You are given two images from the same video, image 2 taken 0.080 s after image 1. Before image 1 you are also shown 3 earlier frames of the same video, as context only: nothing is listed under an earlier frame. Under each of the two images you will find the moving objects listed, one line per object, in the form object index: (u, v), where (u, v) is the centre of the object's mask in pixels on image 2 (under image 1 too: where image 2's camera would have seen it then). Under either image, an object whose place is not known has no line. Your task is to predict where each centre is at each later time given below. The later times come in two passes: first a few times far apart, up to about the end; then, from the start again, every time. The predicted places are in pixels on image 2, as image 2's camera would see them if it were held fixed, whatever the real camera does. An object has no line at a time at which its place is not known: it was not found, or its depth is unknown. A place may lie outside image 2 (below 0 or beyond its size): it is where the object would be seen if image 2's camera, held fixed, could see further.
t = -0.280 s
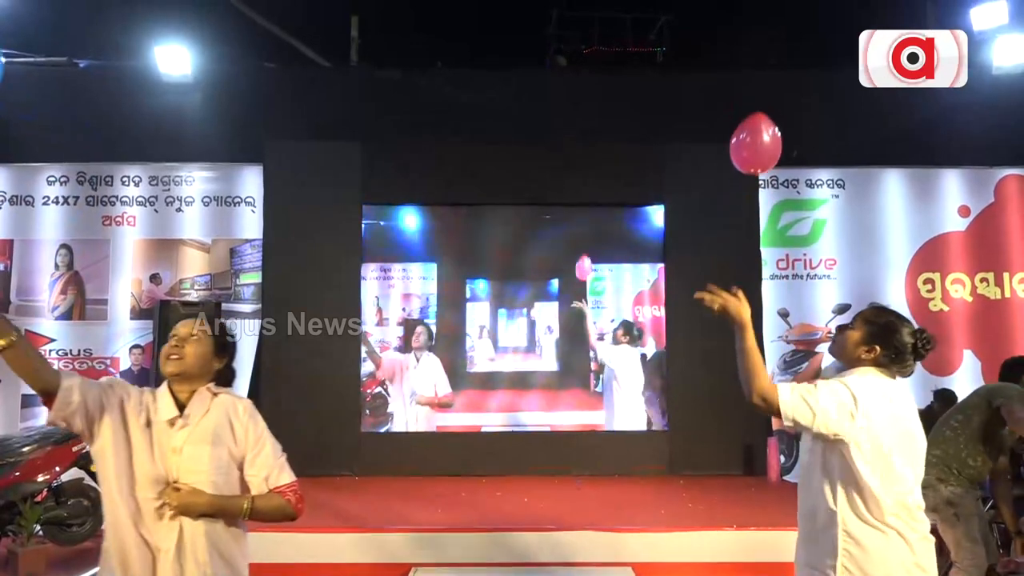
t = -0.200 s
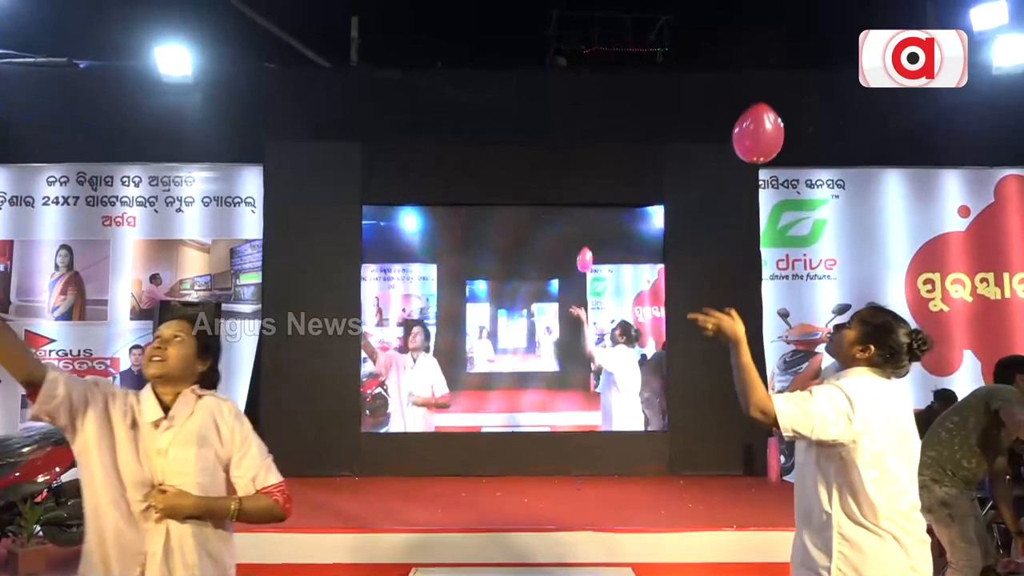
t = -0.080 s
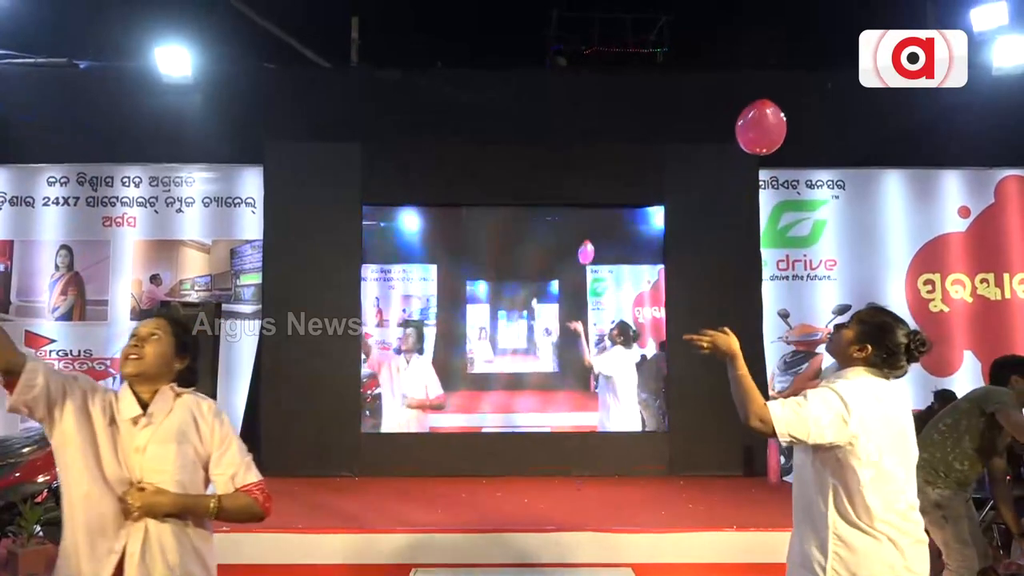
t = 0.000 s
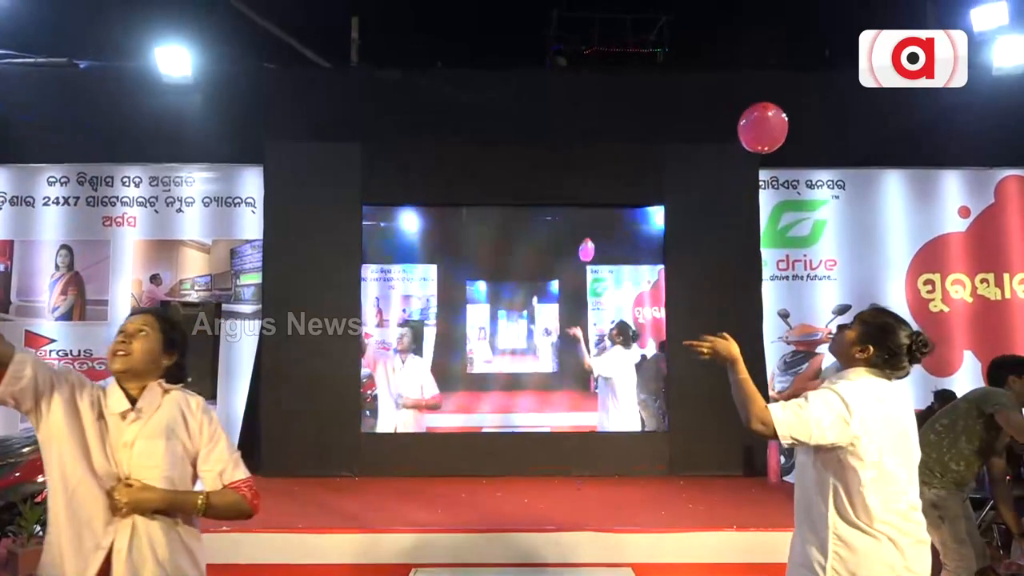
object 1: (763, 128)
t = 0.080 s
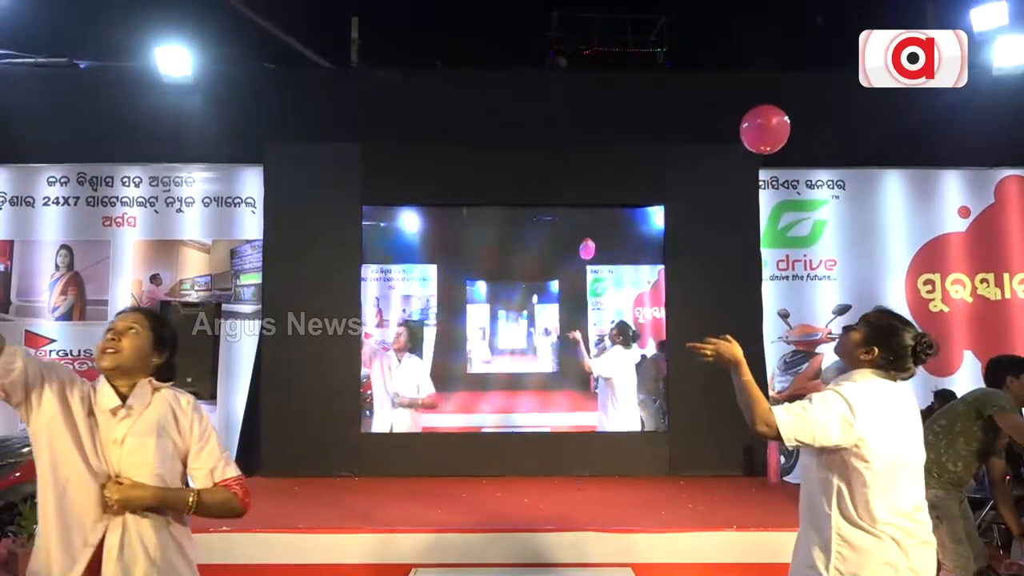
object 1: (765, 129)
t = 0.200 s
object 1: (769, 134)
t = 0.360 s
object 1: (775, 148)
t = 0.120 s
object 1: (766, 131)
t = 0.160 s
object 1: (767, 132)
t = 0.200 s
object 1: (769, 134)
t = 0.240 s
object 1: (770, 137)
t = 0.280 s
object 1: (772, 140)
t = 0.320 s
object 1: (774, 144)
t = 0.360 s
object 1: (775, 148)
